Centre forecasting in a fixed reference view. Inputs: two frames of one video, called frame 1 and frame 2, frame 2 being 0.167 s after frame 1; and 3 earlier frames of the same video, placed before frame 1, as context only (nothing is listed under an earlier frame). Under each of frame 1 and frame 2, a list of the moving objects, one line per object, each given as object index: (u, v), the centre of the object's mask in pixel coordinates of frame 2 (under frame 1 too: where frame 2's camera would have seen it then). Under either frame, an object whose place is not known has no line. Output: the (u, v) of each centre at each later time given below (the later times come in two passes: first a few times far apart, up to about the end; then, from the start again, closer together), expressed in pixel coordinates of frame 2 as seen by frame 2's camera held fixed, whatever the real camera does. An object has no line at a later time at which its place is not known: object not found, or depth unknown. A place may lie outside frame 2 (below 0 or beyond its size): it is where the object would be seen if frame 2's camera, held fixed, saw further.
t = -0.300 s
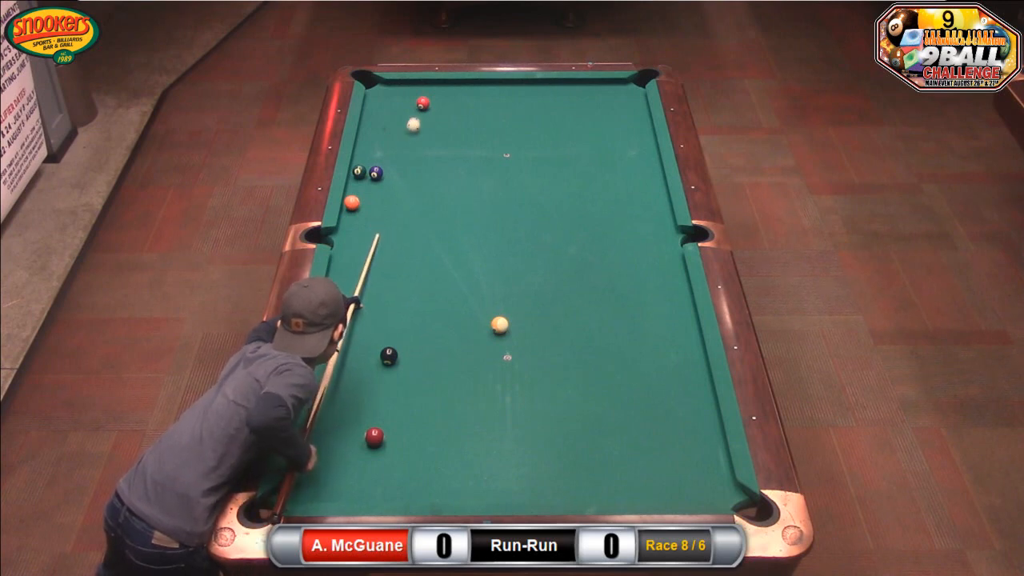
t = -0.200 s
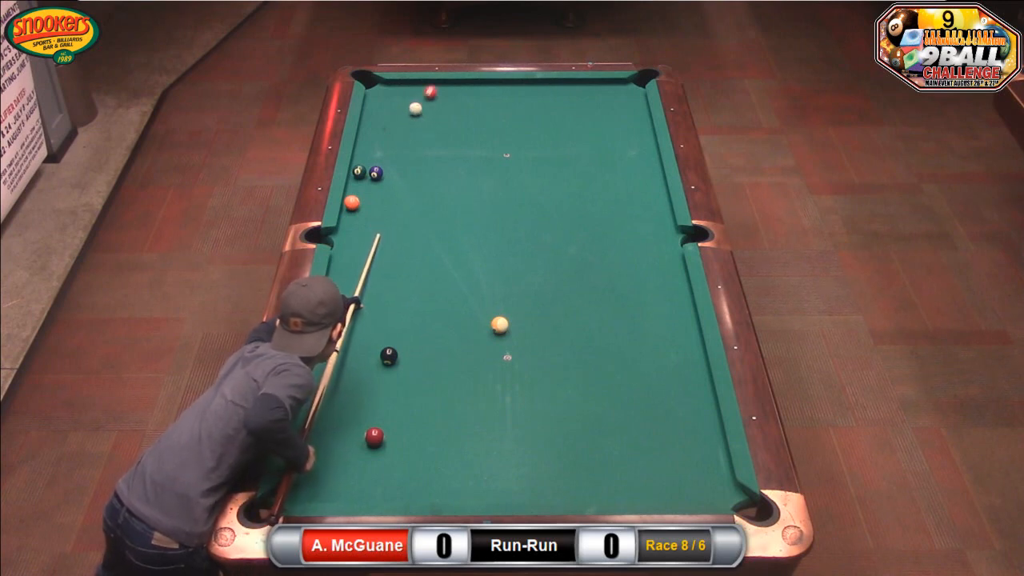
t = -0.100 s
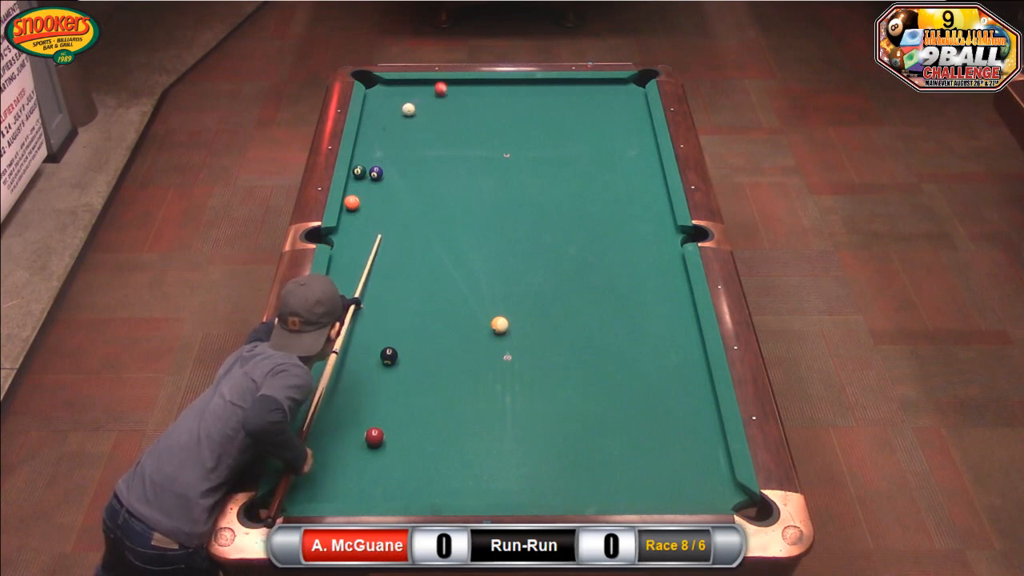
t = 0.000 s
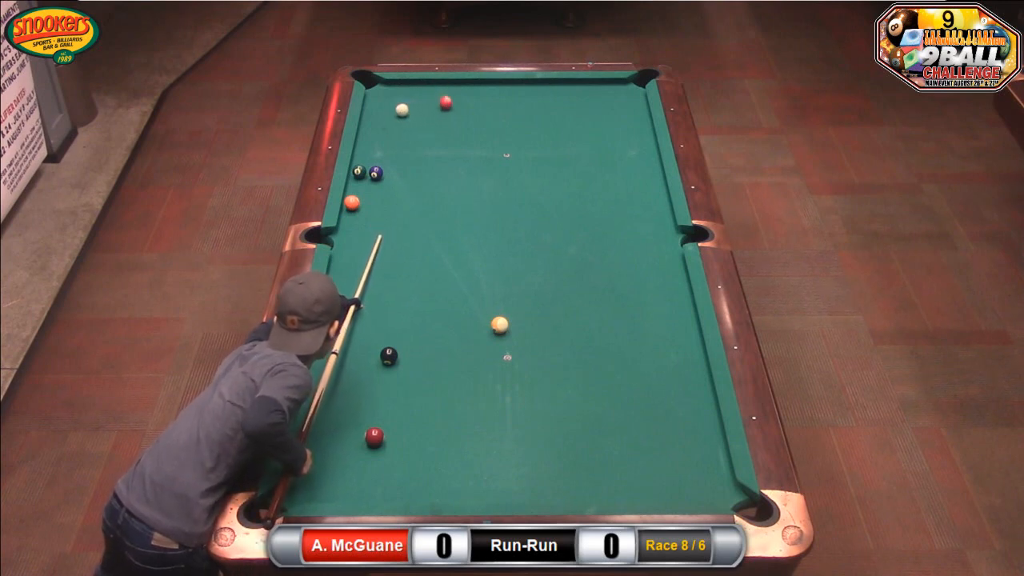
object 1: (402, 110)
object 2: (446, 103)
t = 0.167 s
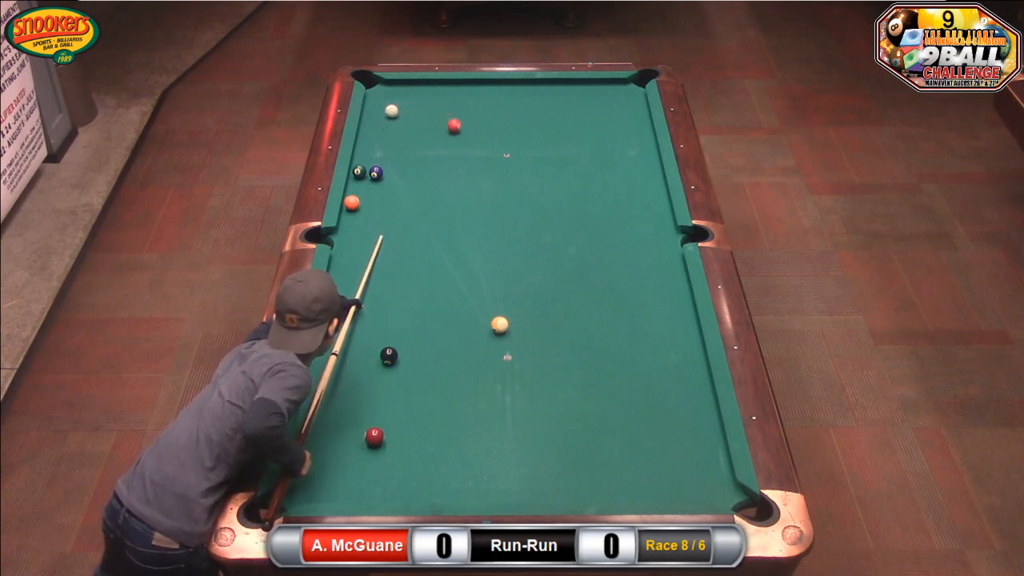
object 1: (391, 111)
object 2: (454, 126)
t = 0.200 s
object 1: (389, 111)
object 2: (456, 131)
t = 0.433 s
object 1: (376, 113)
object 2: (469, 166)
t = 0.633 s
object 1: (367, 114)
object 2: (481, 199)
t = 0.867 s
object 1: (372, 116)
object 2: (496, 241)
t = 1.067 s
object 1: (376, 118)
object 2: (511, 279)
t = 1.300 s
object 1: (381, 119)
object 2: (529, 329)
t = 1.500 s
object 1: (384, 121)
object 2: (547, 376)
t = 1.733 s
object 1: (386, 122)
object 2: (569, 436)
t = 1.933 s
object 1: (388, 123)
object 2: (590, 492)
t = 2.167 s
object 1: (389, 123)
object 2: (595, 459)
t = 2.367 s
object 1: (390, 123)
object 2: (597, 428)
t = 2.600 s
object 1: (389, 123)
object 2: (600, 395)
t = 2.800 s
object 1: (389, 123)
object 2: (602, 370)
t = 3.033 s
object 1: (389, 123)
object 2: (604, 342)
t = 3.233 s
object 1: (389, 123)
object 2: (606, 321)
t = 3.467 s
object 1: (389, 123)
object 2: (608, 298)
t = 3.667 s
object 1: (389, 123)
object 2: (609, 281)
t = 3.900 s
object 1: (389, 123)
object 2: (610, 261)
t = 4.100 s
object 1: (389, 123)
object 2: (611, 246)
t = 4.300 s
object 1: (389, 123)
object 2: (613, 232)
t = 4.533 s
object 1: (389, 123)
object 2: (614, 217)
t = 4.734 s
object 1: (389, 123)
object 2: (616, 205)
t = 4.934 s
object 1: (389, 123)
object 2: (617, 194)
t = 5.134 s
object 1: (389, 123)
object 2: (618, 183)
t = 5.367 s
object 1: (389, 123)
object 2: (619, 172)
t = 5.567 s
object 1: (389, 123)
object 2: (620, 163)
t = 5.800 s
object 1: (389, 123)
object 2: (621, 154)
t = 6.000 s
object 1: (389, 123)
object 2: (622, 147)
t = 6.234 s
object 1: (389, 123)
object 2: (623, 138)
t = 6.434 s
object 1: (389, 123)
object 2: (623, 132)
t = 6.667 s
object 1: (389, 123)
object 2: (624, 126)
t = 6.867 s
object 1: (389, 123)
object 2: (624, 120)
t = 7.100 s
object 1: (389, 123)
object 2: (624, 114)
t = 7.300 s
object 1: (389, 123)
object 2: (625, 111)
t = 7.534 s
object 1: (389, 123)
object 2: (625, 106)
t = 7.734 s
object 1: (389, 123)
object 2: (624, 103)
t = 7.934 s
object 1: (389, 123)
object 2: (624, 100)
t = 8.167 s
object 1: (389, 123)
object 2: (623, 97)
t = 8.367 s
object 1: (389, 123)
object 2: (623, 95)
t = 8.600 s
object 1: (389, 123)
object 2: (623, 93)
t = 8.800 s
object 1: (389, 123)
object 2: (622, 91)
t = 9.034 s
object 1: (389, 123)
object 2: (622, 91)
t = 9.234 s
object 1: (389, 123)
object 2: (621, 90)
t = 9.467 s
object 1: (389, 123)
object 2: (622, 90)
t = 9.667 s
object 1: (389, 123)
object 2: (622, 90)
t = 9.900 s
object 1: (389, 123)
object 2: (622, 90)
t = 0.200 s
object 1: (389, 111)
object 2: (456, 131)
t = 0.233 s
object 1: (388, 111)
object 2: (458, 136)
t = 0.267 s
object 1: (386, 112)
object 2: (459, 141)
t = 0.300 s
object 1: (383, 112)
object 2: (461, 146)
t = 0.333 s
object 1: (382, 112)
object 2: (463, 151)
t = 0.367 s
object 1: (380, 112)
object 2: (465, 156)
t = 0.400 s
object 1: (378, 112)
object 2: (467, 161)
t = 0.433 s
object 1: (376, 113)
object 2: (469, 166)
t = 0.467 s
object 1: (374, 113)
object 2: (471, 172)
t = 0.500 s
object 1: (372, 113)
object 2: (473, 177)
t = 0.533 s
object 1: (370, 113)
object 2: (475, 182)
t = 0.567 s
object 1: (369, 113)
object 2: (477, 188)
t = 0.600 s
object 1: (367, 113)
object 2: (479, 193)
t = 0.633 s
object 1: (367, 114)
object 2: (481, 199)
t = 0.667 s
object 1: (367, 114)
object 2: (483, 205)
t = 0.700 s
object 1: (368, 114)
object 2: (485, 211)
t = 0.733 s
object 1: (369, 115)
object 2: (487, 216)
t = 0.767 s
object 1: (370, 115)
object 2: (490, 223)
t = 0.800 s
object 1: (370, 115)
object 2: (491, 228)
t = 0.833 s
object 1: (371, 116)
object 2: (494, 235)
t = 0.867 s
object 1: (372, 116)
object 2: (496, 241)
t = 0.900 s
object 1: (373, 116)
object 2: (499, 247)
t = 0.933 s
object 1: (374, 116)
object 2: (501, 253)
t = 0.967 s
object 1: (374, 117)
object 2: (503, 260)
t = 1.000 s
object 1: (375, 117)
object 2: (505, 266)
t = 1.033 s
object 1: (376, 118)
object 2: (508, 273)
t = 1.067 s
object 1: (376, 118)
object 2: (511, 279)
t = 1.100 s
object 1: (377, 118)
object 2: (513, 286)
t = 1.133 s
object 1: (378, 118)
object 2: (516, 293)
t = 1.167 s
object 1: (379, 119)
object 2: (518, 300)
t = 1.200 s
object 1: (379, 119)
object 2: (521, 307)
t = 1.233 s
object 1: (380, 119)
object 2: (524, 314)
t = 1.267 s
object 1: (380, 119)
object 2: (526, 322)
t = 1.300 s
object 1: (381, 119)
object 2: (529, 329)
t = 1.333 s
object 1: (381, 120)
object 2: (532, 337)
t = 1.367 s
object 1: (382, 120)
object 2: (535, 344)
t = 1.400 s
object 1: (382, 120)
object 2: (537, 352)
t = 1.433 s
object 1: (383, 120)
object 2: (540, 360)
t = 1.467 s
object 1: (383, 121)
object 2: (543, 368)
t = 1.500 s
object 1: (384, 121)
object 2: (547, 376)
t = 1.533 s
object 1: (384, 121)
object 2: (550, 384)
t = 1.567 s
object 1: (384, 121)
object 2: (552, 393)
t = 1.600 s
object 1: (385, 121)
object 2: (556, 401)
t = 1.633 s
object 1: (385, 121)
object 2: (559, 410)
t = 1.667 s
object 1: (386, 122)
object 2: (562, 418)
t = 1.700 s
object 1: (386, 122)
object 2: (566, 427)
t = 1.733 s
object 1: (386, 122)
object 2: (569, 436)
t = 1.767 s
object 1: (387, 122)
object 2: (573, 446)
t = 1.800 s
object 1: (387, 122)
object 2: (576, 455)
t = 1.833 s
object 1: (387, 122)
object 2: (580, 464)
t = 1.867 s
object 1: (387, 122)
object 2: (583, 474)
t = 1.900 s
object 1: (388, 122)
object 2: (587, 484)
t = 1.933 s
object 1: (388, 123)
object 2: (590, 492)
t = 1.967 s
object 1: (388, 123)
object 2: (592, 492)
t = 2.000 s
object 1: (388, 123)
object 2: (593, 488)
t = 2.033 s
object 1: (389, 123)
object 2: (593, 482)
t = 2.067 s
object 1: (389, 123)
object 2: (594, 476)
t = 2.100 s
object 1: (389, 123)
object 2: (594, 470)
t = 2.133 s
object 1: (389, 123)
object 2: (595, 465)
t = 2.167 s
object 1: (389, 123)
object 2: (595, 459)
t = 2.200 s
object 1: (389, 123)
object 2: (595, 454)
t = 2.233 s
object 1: (389, 123)
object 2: (596, 449)
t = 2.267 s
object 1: (389, 123)
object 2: (596, 443)
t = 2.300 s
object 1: (390, 123)
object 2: (597, 438)
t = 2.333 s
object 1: (390, 123)
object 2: (597, 433)
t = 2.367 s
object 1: (390, 123)
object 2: (597, 428)
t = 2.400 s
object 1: (390, 123)
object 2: (598, 423)
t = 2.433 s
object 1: (390, 123)
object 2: (598, 418)
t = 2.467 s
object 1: (390, 123)
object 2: (598, 414)
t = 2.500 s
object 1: (390, 123)
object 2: (599, 409)
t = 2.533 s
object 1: (390, 123)
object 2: (599, 404)
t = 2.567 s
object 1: (390, 123)
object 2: (600, 400)
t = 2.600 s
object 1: (389, 123)
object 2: (600, 395)
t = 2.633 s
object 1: (389, 123)
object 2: (600, 391)
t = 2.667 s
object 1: (389, 123)
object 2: (600, 387)
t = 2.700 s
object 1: (389, 123)
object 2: (601, 382)
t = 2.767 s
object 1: (389, 123)
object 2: (601, 374)
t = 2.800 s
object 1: (389, 123)
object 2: (602, 370)
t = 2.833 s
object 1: (389, 123)
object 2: (602, 366)
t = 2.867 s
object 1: (389, 123)
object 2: (603, 362)
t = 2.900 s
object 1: (389, 123)
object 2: (603, 358)
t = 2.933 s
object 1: (389, 123)
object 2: (603, 354)
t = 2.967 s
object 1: (389, 123)
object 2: (604, 350)
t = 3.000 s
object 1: (389, 123)
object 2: (604, 346)
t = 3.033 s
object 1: (389, 123)
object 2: (604, 342)
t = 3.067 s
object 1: (389, 123)
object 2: (604, 339)
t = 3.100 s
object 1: (389, 123)
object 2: (605, 335)
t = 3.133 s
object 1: (389, 123)
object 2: (605, 332)
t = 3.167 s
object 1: (389, 123)
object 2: (605, 328)
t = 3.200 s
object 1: (389, 123)
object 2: (605, 325)
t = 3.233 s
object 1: (389, 123)
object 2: (606, 321)
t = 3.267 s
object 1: (389, 123)
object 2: (606, 318)
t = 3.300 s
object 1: (389, 123)
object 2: (606, 314)
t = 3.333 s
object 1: (389, 123)
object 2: (607, 311)
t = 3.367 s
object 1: (389, 123)
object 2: (607, 308)
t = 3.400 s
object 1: (389, 123)
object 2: (607, 305)
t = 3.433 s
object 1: (389, 123)
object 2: (607, 302)
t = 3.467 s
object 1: (389, 123)
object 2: (608, 298)
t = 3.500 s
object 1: (389, 123)
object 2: (608, 295)
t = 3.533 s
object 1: (389, 123)
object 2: (608, 292)
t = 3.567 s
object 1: (389, 123)
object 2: (608, 290)
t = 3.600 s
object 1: (389, 123)
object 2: (608, 287)
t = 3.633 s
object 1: (389, 123)
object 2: (608, 284)
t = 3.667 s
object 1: (389, 123)
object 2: (609, 281)
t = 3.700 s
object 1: (389, 123)
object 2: (609, 278)
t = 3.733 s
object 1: (389, 123)
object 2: (609, 275)
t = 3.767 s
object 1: (389, 123)
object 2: (609, 272)
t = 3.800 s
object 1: (389, 123)
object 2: (610, 270)
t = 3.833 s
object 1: (389, 123)
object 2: (610, 267)
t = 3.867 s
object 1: (389, 123)
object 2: (610, 264)
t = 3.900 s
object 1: (389, 123)
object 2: (610, 261)
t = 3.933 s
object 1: (389, 123)
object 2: (610, 259)
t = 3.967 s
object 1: (389, 123)
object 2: (611, 256)
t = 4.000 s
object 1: (389, 123)
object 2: (611, 254)
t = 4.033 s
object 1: (389, 123)
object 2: (611, 251)
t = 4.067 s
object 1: (389, 123)
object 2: (611, 249)
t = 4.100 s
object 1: (389, 123)
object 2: (611, 246)
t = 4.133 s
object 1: (389, 123)
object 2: (612, 244)
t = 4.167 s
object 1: (389, 123)
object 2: (612, 242)
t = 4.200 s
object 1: (389, 123)
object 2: (612, 239)
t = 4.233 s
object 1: (389, 123)
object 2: (612, 237)
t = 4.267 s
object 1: (389, 123)
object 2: (612, 234)
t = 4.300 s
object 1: (389, 123)
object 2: (613, 232)
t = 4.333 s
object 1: (389, 123)
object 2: (613, 230)
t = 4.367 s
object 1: (389, 123)
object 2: (613, 228)
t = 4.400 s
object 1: (389, 123)
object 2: (613, 226)
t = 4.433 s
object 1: (389, 123)
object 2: (614, 223)
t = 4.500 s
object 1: (389, 123)
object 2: (614, 219)
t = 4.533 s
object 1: (389, 123)
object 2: (614, 217)
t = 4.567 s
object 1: (389, 123)
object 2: (614, 215)
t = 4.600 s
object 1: (389, 123)
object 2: (615, 213)
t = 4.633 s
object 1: (389, 123)
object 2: (615, 211)
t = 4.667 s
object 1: (389, 123)
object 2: (615, 209)
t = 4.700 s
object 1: (389, 123)
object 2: (615, 207)
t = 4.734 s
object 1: (389, 123)
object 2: (616, 205)
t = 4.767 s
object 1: (389, 123)
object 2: (616, 203)
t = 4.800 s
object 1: (389, 123)
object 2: (616, 201)
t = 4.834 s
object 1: (389, 123)
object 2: (616, 199)
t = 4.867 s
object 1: (389, 123)
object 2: (616, 197)
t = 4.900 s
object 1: (389, 123)
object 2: (616, 195)
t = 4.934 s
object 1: (389, 123)
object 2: (617, 194)
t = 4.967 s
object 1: (389, 123)
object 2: (617, 192)
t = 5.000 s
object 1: (389, 123)
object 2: (617, 190)
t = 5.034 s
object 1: (389, 123)
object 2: (617, 188)
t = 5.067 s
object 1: (389, 123)
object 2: (617, 187)
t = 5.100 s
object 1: (389, 123)
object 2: (617, 185)
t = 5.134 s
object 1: (389, 123)
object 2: (618, 183)
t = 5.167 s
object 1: (389, 123)
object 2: (618, 182)
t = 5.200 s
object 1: (389, 123)
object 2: (618, 180)
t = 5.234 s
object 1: (389, 123)
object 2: (618, 179)
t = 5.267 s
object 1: (389, 123)
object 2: (618, 177)
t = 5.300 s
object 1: (389, 123)
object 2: (618, 175)
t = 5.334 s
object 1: (389, 123)
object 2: (618, 174)
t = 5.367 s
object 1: (389, 123)
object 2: (619, 172)
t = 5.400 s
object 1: (389, 123)
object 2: (619, 171)
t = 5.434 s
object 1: (390, 123)
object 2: (619, 169)
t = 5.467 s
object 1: (389, 123)
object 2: (619, 168)
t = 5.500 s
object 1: (389, 123)
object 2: (619, 166)
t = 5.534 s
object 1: (389, 123)
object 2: (619, 165)
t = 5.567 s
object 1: (389, 123)
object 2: (620, 163)
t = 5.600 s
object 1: (389, 123)
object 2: (620, 162)
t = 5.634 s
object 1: (389, 123)
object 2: (620, 161)
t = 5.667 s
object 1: (389, 123)
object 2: (620, 159)
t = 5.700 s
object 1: (389, 123)
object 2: (620, 158)
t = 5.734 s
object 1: (389, 123)
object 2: (620, 157)
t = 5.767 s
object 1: (389, 123)
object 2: (620, 155)
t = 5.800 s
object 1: (389, 123)
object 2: (621, 154)
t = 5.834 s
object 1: (389, 123)
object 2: (621, 153)
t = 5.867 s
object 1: (389, 123)
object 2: (621, 152)
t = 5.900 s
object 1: (389, 123)
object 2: (621, 150)
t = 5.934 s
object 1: (389, 123)
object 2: (621, 149)
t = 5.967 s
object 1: (389, 123)
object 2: (621, 148)
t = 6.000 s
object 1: (389, 123)
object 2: (622, 147)
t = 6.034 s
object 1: (389, 123)
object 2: (622, 146)
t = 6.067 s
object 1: (389, 123)
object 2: (622, 144)
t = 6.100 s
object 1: (389, 123)
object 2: (622, 143)
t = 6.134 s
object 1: (389, 123)
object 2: (622, 142)
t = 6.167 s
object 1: (389, 123)
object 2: (622, 141)
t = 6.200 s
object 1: (389, 123)
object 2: (622, 140)
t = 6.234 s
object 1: (389, 123)
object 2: (623, 138)
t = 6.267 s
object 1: (389, 123)
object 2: (623, 138)
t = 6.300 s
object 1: (389, 123)
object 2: (623, 136)
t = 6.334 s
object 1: (389, 123)
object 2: (623, 136)
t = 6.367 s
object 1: (389, 123)
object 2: (623, 135)
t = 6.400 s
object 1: (389, 123)
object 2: (623, 133)
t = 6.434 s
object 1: (389, 123)
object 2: (623, 132)
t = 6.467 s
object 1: (389, 123)
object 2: (623, 131)
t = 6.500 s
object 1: (389, 123)
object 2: (623, 130)
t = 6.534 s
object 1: (389, 123)
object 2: (624, 129)
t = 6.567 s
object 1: (389, 123)
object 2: (624, 128)
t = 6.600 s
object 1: (389, 123)
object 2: (624, 127)
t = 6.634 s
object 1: (389, 123)
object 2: (624, 127)
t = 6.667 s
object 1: (389, 123)
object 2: (624, 126)
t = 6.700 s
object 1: (389, 123)
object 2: (624, 125)
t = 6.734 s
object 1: (389, 123)
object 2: (624, 124)
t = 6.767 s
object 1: (389, 123)
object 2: (624, 123)
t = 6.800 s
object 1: (389, 123)
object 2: (624, 122)
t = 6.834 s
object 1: (389, 123)
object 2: (624, 121)
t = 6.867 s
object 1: (389, 123)
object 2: (624, 120)
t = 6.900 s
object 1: (389, 123)
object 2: (624, 120)
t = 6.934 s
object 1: (389, 123)
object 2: (624, 119)
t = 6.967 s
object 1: (389, 123)
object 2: (624, 118)
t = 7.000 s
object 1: (389, 123)
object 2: (624, 117)
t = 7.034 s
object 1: (389, 123)
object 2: (624, 116)
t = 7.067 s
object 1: (389, 123)
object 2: (625, 115)
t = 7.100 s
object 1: (389, 123)
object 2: (624, 114)
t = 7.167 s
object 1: (389, 123)
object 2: (624, 114)
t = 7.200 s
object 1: (389, 123)
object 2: (624, 113)
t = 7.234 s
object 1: (389, 123)
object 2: (624, 112)
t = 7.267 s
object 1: (389, 123)
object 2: (624, 112)
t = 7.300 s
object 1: (389, 123)
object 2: (625, 111)
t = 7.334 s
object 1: (389, 123)
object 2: (625, 110)
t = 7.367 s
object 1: (389, 123)
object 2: (625, 109)
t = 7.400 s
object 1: (389, 123)
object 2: (625, 109)
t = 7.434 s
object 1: (389, 123)
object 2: (625, 108)
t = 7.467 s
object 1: (389, 123)
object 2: (625, 108)
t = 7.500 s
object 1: (389, 123)
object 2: (625, 107)
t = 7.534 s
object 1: (389, 123)
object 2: (625, 106)
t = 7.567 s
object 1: (389, 123)
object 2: (625, 106)
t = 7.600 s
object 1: (389, 123)
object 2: (624, 105)
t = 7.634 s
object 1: (389, 123)
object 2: (624, 105)
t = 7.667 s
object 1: (389, 123)
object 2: (624, 104)
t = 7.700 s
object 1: (389, 123)
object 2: (624, 103)
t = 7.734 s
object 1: (389, 123)
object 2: (624, 103)
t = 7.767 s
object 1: (389, 123)
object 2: (624, 102)
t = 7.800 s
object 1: (389, 123)
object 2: (624, 102)
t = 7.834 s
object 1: (389, 123)
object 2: (624, 101)
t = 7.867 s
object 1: (389, 123)
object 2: (624, 101)
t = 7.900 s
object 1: (389, 123)
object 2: (624, 100)
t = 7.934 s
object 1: (389, 123)
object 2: (624, 100)
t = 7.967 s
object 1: (389, 123)
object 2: (624, 99)
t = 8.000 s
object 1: (389, 123)
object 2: (624, 99)
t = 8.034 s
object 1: (389, 123)
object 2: (624, 99)
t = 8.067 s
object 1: (389, 123)
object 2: (624, 98)
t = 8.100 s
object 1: (389, 123)
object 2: (623, 98)
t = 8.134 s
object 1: (389, 123)
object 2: (623, 97)
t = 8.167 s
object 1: (389, 123)
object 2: (623, 97)
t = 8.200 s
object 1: (389, 123)
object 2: (623, 97)
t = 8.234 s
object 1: (389, 123)
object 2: (623, 96)
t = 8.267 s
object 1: (389, 123)
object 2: (623, 96)
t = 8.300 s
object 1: (389, 123)
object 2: (623, 96)
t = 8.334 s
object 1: (389, 123)
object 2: (623, 95)
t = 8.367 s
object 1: (389, 123)
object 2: (623, 95)
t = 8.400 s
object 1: (389, 123)
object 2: (623, 95)
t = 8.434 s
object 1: (389, 123)
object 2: (623, 94)
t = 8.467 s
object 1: (389, 123)
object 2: (622, 94)
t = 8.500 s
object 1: (389, 123)
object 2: (623, 94)
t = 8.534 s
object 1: (389, 123)
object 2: (622, 94)
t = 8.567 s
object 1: (389, 123)
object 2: (622, 93)
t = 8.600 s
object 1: (389, 123)
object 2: (623, 93)
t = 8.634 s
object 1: (389, 123)
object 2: (622, 93)
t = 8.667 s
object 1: (389, 123)
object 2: (622, 92)
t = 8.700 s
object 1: (389, 123)
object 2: (622, 92)
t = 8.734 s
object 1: (389, 123)
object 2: (622, 92)
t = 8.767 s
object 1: (389, 123)
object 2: (622, 92)
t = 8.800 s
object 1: (389, 123)
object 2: (622, 91)
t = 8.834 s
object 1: (389, 123)
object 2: (622, 91)
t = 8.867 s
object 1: (389, 123)
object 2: (622, 91)
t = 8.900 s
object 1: (389, 123)
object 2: (622, 91)
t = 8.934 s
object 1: (389, 123)
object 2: (622, 91)
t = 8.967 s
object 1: (389, 123)
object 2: (622, 91)
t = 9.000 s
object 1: (389, 123)
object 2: (622, 91)
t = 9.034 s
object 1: (389, 123)
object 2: (622, 91)
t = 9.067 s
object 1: (389, 123)
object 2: (621, 91)
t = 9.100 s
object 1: (389, 123)
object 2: (621, 90)
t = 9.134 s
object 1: (389, 123)
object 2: (621, 90)
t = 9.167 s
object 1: (389, 123)
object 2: (621, 90)
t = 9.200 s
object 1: (389, 123)
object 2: (621, 90)
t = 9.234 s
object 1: (389, 123)
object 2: (621, 90)
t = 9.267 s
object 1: (389, 123)
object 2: (622, 90)
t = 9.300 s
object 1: (389, 123)
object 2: (622, 90)
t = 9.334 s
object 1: (389, 123)
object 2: (622, 90)
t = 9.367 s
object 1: (389, 123)
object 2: (622, 90)
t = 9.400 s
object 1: (389, 123)
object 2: (622, 90)
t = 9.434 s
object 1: (389, 123)
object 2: (622, 90)
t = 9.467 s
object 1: (389, 123)
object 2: (622, 90)
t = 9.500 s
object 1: (389, 123)
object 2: (622, 90)
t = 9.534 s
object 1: (389, 123)
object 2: (622, 90)
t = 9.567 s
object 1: (389, 123)
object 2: (622, 90)
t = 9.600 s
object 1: (389, 123)
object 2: (622, 90)
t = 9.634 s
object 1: (389, 123)
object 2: (622, 90)
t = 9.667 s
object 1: (389, 123)
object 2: (622, 90)
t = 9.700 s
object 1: (389, 123)
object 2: (622, 90)
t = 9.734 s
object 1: (389, 123)
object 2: (622, 90)
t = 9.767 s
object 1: (389, 123)
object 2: (622, 90)
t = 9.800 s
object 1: (389, 123)
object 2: (622, 90)
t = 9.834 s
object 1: (389, 123)
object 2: (621, 90)
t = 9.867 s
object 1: (389, 123)
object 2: (621, 90)
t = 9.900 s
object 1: (389, 123)
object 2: (622, 90)
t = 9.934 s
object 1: (389, 123)
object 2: (622, 90)
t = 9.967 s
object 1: (389, 123)
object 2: (622, 90)
